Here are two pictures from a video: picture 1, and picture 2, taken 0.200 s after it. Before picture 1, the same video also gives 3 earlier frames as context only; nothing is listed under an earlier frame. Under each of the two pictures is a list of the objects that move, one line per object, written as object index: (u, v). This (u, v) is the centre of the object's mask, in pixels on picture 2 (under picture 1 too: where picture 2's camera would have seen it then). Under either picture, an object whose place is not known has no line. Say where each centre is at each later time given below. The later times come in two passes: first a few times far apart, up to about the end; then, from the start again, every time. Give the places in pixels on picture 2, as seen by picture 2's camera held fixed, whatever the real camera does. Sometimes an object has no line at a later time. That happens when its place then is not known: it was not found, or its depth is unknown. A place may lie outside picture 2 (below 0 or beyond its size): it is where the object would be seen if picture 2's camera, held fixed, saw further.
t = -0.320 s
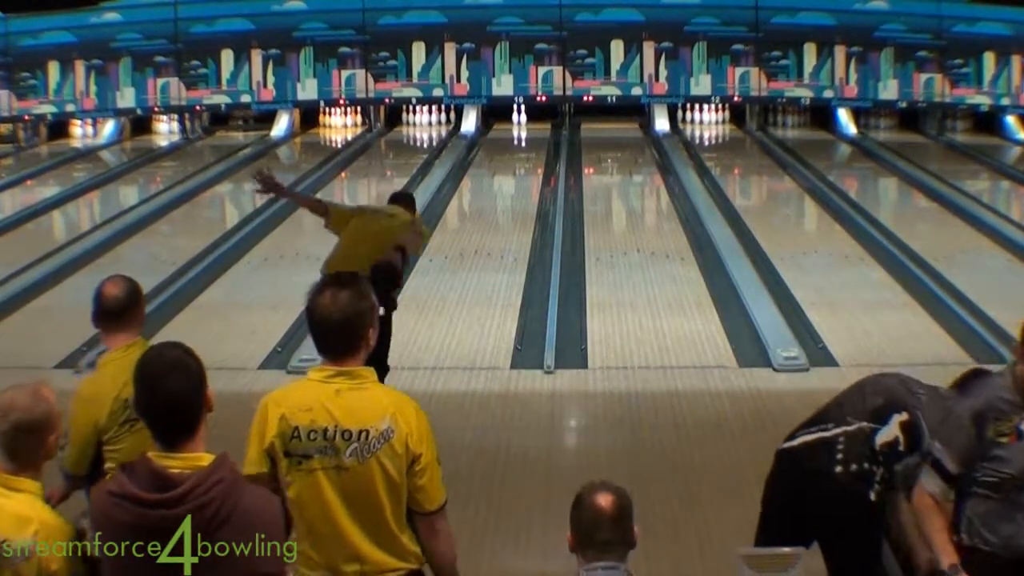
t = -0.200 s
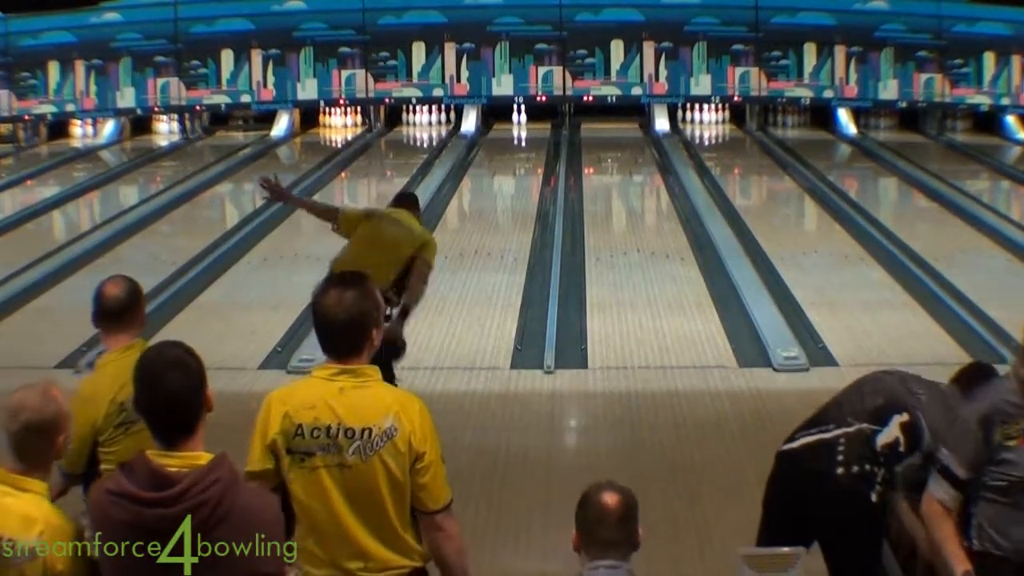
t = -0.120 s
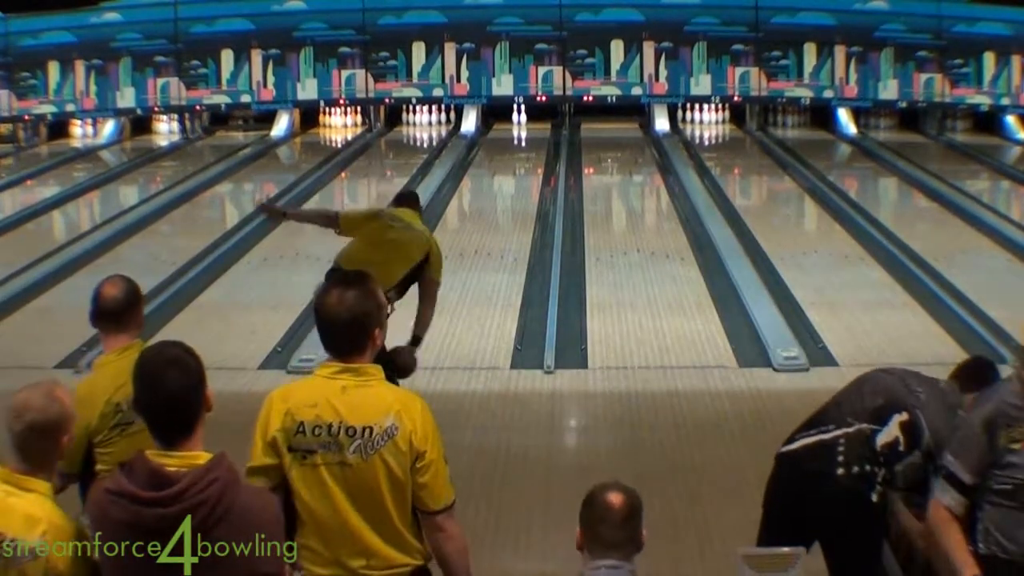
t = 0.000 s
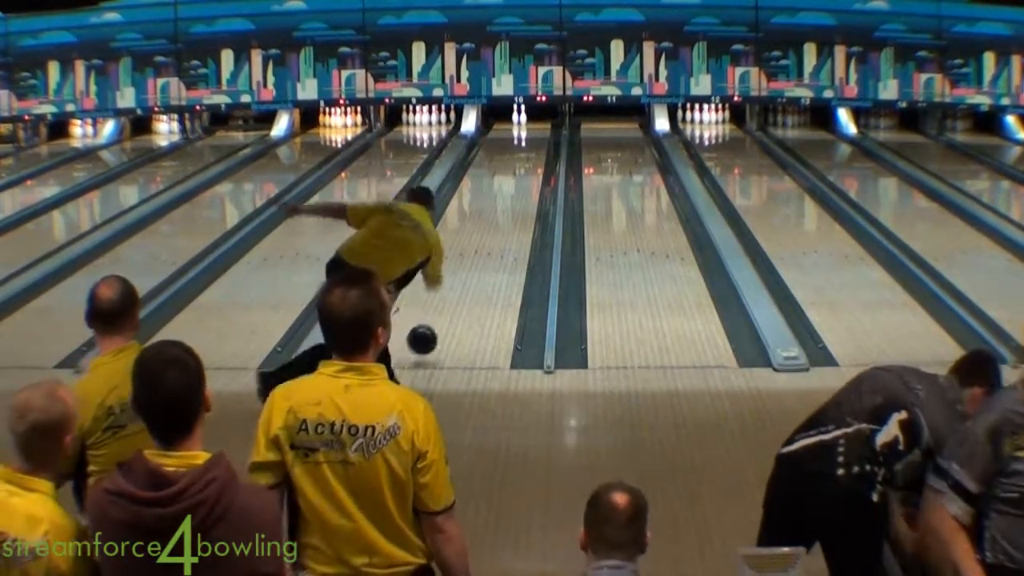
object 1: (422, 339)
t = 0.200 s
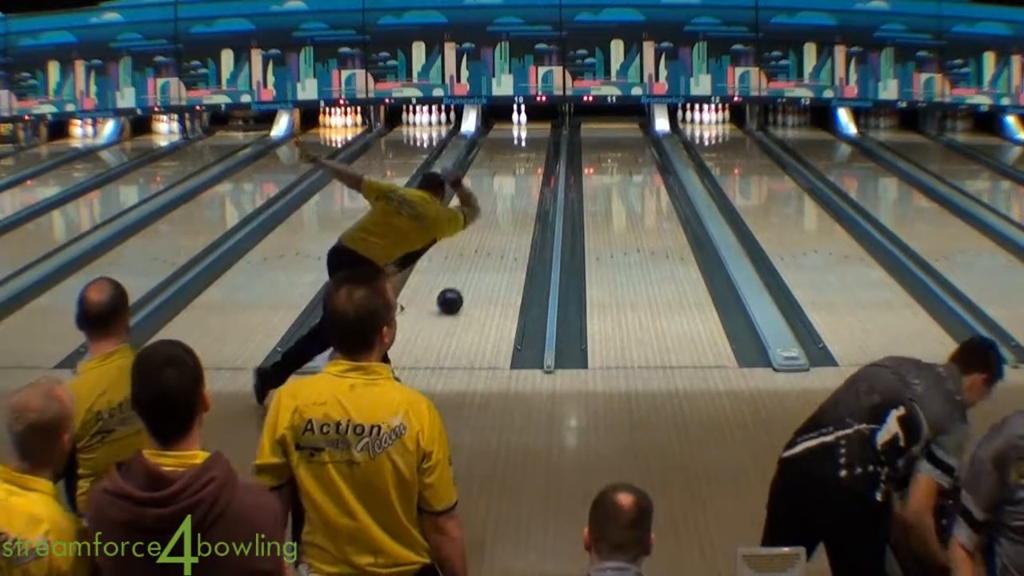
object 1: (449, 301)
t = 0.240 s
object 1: (454, 292)
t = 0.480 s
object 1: (478, 251)
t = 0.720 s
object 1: (495, 219)
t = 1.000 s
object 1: (509, 190)
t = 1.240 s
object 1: (519, 171)
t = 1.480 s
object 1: (526, 155)
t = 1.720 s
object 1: (530, 143)
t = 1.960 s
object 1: (530, 132)
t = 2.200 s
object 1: (527, 124)
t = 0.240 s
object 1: (454, 292)
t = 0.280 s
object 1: (459, 284)
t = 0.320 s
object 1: (463, 277)
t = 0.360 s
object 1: (467, 270)
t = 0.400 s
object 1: (471, 264)
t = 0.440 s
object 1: (474, 257)
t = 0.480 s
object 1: (478, 251)
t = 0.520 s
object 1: (481, 245)
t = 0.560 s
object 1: (484, 239)
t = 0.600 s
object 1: (487, 234)
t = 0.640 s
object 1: (490, 229)
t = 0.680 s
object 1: (492, 223)
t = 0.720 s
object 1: (495, 219)
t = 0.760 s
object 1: (497, 214)
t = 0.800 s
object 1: (499, 210)
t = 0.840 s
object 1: (501, 206)
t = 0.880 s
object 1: (504, 202)
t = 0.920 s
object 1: (506, 198)
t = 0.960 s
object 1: (508, 194)
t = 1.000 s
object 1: (509, 190)
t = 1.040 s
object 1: (511, 187)
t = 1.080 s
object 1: (513, 183)
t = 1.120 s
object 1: (515, 180)
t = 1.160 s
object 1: (516, 177)
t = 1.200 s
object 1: (518, 174)
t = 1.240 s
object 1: (519, 171)
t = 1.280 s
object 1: (520, 168)
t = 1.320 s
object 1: (521, 165)
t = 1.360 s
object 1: (523, 163)
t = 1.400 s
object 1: (523, 160)
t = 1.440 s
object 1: (525, 158)
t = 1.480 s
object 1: (526, 155)
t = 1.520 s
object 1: (526, 153)
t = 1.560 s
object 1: (527, 151)
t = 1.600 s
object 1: (528, 149)
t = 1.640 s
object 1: (528, 147)
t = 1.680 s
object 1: (529, 145)
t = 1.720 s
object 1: (530, 143)
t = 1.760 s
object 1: (530, 141)
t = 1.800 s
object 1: (530, 139)
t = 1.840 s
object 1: (531, 138)
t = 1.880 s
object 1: (531, 135)
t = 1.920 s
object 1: (530, 133)
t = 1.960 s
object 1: (530, 132)
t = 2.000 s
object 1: (530, 130)
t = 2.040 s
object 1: (530, 129)
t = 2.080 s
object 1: (529, 127)
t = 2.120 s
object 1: (528, 126)
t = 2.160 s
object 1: (528, 125)
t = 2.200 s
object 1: (527, 124)
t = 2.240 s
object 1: (526, 122)
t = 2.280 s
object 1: (525, 121)
